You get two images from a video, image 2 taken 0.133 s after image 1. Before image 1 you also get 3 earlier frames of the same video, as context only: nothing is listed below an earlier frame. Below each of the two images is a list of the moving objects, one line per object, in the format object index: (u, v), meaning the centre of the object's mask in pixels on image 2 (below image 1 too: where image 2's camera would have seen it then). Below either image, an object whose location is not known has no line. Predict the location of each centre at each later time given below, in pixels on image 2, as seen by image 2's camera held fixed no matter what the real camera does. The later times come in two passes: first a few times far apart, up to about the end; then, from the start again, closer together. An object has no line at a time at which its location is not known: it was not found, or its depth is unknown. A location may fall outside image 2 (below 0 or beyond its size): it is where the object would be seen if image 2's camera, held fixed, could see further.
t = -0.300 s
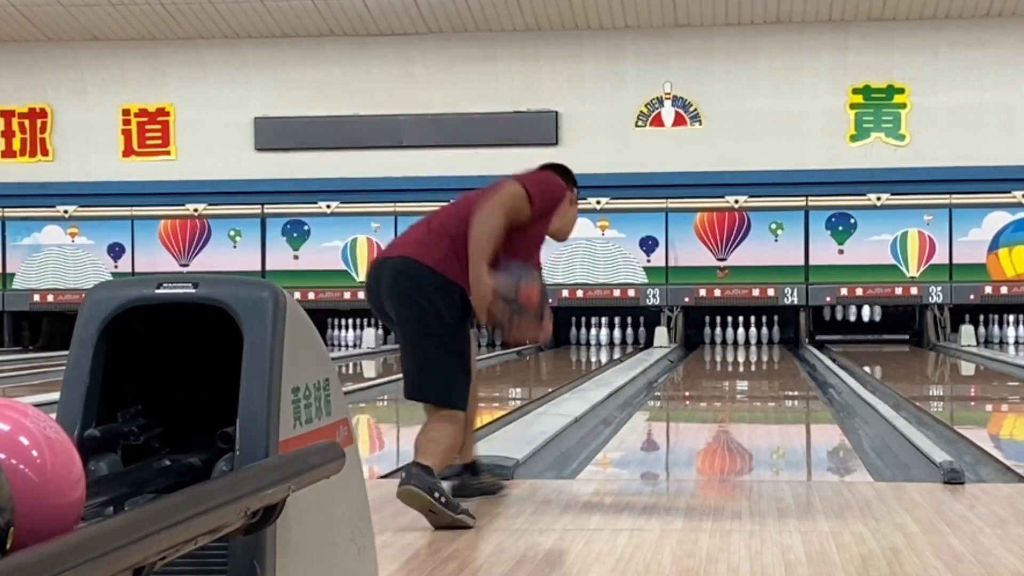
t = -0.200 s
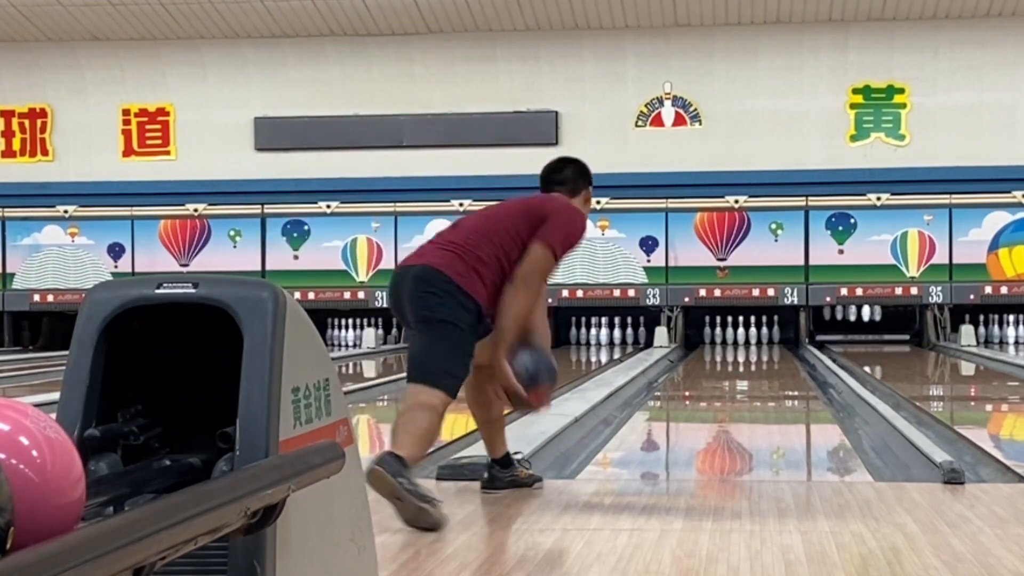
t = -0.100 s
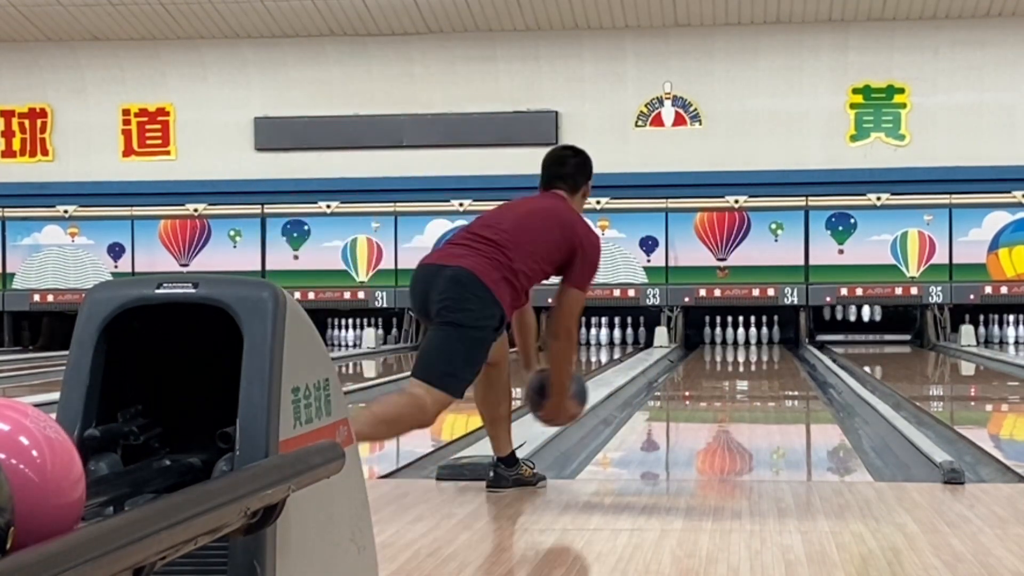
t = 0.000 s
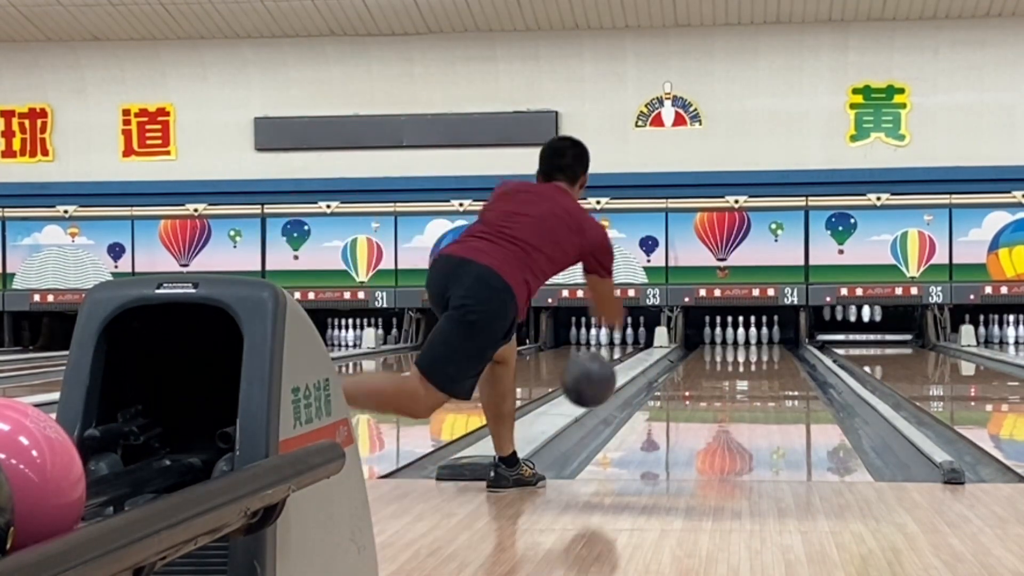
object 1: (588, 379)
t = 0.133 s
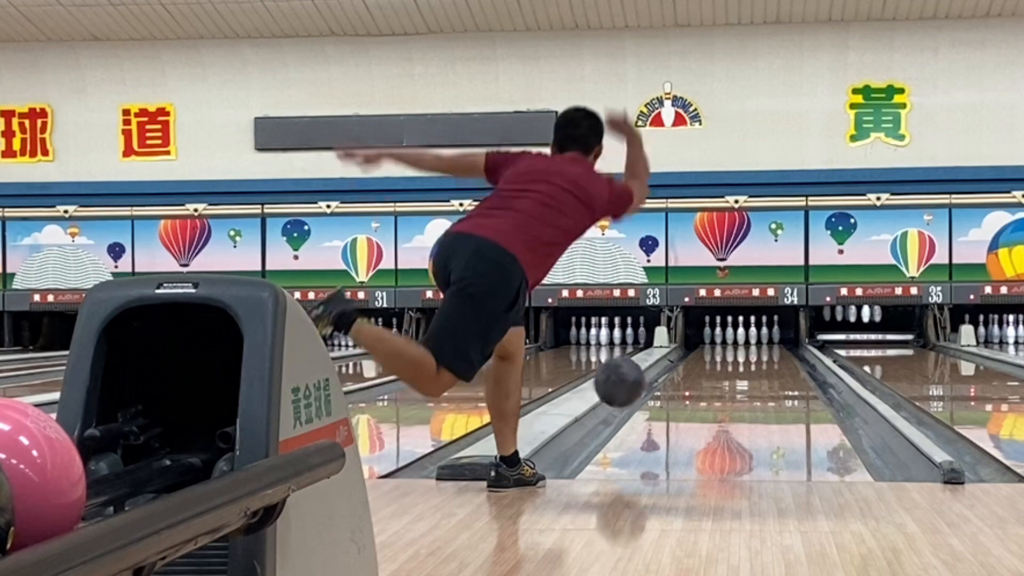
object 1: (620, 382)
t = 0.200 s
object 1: (633, 398)
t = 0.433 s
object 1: (666, 402)
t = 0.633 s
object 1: (691, 391)
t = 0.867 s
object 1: (712, 380)
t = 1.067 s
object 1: (726, 373)
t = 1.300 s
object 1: (738, 365)
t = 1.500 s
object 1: (747, 359)
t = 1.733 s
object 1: (755, 355)
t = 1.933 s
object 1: (760, 351)
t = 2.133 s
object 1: (765, 347)
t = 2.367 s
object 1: (766, 345)
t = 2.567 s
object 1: (765, 342)
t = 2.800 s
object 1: (760, 340)
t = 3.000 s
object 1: (753, 338)
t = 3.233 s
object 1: (753, 336)
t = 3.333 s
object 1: (753, 336)
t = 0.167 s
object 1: (626, 389)
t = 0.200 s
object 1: (633, 398)
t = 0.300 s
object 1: (646, 412)
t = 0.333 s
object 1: (651, 408)
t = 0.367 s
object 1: (656, 406)
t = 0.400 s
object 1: (661, 404)
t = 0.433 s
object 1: (666, 402)
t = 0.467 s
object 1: (671, 401)
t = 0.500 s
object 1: (676, 399)
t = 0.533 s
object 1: (680, 397)
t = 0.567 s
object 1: (683, 395)
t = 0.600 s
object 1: (687, 392)
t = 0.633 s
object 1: (691, 391)
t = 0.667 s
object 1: (694, 389)
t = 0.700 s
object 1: (697, 387)
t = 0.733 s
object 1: (700, 386)
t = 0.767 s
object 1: (704, 384)
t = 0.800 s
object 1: (707, 384)
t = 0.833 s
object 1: (709, 382)
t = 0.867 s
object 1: (712, 380)
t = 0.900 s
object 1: (714, 379)
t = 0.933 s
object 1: (717, 377)
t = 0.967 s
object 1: (719, 376)
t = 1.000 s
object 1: (721, 375)
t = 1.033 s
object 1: (724, 374)
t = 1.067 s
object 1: (726, 373)
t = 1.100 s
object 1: (728, 372)
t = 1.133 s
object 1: (730, 370)
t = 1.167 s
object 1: (731, 369)
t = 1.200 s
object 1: (733, 368)
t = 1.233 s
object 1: (734, 367)
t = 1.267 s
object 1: (737, 366)
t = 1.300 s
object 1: (738, 365)
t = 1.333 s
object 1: (740, 364)
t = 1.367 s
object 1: (741, 363)
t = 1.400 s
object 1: (743, 362)
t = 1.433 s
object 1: (745, 361)
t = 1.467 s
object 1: (746, 360)
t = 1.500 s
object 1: (747, 359)
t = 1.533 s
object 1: (748, 359)
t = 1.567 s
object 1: (749, 358)
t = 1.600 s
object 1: (750, 357)
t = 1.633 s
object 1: (752, 357)
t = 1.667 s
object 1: (753, 356)
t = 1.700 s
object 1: (754, 355)
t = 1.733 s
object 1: (755, 355)
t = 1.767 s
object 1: (756, 354)
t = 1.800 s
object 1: (757, 353)
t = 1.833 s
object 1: (758, 352)
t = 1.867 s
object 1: (758, 352)
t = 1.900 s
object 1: (759, 351)
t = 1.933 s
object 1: (760, 351)
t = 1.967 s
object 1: (761, 350)
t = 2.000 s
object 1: (762, 349)
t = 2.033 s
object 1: (762, 349)
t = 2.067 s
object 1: (763, 348)
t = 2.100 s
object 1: (764, 348)
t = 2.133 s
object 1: (765, 347)
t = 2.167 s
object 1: (765, 347)
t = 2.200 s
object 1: (765, 346)
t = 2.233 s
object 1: (766, 346)
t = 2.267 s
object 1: (766, 346)
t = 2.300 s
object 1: (766, 345)
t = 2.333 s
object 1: (766, 345)
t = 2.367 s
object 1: (766, 345)
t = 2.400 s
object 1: (766, 344)
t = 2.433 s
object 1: (766, 344)
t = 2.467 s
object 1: (766, 343)
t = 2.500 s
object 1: (765, 343)
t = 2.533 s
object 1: (765, 343)
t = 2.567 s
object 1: (765, 342)
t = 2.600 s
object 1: (764, 342)
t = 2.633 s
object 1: (764, 341)
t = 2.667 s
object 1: (764, 342)
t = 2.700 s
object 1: (763, 341)
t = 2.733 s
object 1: (762, 340)
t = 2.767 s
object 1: (761, 340)
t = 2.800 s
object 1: (760, 340)
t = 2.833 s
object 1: (759, 339)
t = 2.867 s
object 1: (758, 339)
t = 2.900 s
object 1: (756, 339)
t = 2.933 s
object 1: (755, 339)
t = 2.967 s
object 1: (754, 338)
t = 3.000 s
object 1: (753, 338)
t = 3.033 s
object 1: (752, 337)
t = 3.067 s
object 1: (751, 337)
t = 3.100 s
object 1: (751, 337)
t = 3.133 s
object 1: (751, 336)
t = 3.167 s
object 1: (752, 336)
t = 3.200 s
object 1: (752, 336)
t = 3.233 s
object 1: (753, 336)
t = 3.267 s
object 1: (753, 336)
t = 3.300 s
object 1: (753, 337)
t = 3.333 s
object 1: (753, 336)
